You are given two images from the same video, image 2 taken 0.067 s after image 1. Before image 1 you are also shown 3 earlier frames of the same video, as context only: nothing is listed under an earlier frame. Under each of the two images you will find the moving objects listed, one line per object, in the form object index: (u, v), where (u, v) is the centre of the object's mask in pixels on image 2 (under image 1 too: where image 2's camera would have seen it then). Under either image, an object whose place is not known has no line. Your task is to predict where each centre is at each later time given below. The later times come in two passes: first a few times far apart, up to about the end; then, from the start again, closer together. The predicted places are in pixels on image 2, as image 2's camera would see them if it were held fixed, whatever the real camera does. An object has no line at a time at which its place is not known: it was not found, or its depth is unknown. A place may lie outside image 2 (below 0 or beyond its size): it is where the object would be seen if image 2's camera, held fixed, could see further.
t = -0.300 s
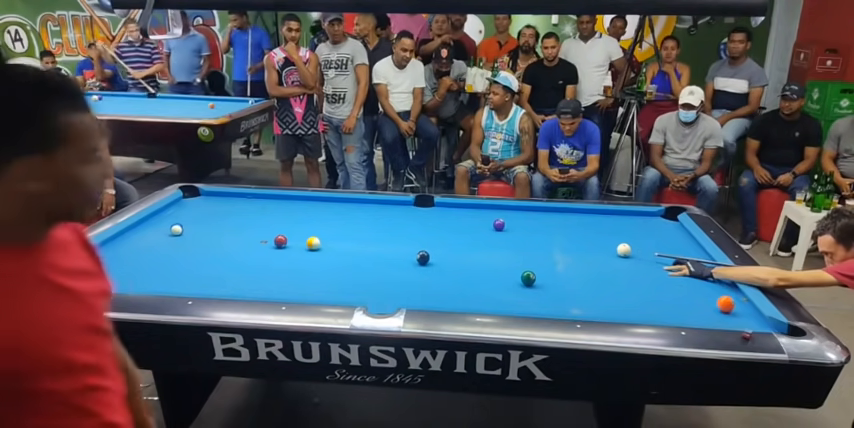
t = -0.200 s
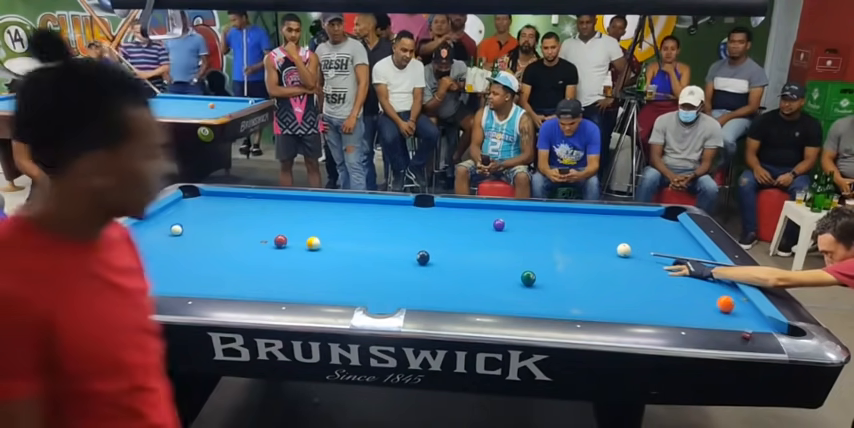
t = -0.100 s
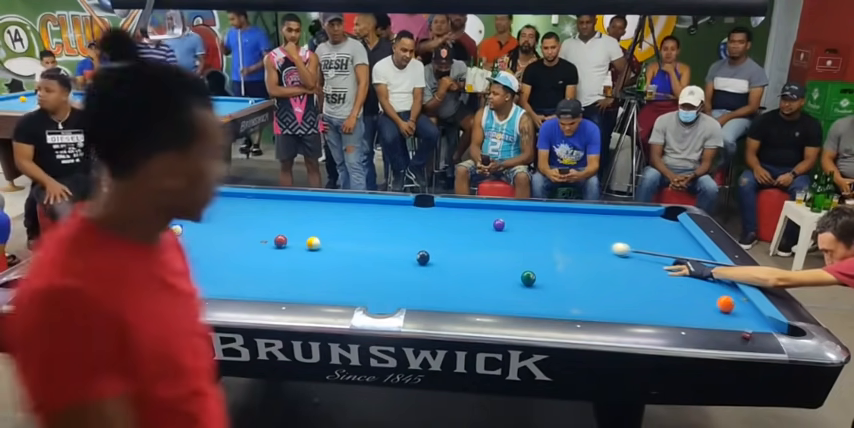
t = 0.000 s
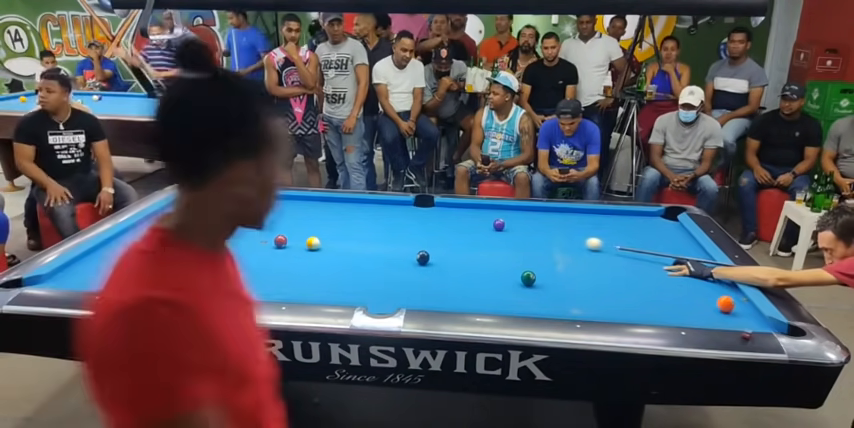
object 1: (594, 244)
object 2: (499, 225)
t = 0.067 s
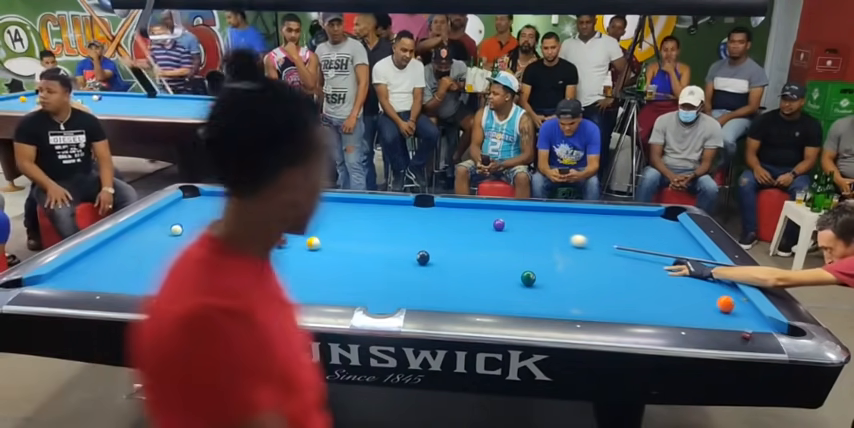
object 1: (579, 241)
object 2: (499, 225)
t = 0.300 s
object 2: (499, 224)
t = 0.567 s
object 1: (497, 226)
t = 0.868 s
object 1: (479, 227)
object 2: (452, 212)
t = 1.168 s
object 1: (462, 227)
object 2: (428, 204)
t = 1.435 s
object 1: (448, 227)
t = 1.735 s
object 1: (434, 227)
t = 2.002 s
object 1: (422, 227)
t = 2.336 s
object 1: (410, 227)
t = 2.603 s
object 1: (401, 227)
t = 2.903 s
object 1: (394, 228)
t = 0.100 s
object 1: (571, 240)
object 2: (499, 224)
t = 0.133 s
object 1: (563, 238)
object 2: (499, 224)
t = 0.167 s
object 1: (556, 237)
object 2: (499, 224)
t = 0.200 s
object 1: (549, 235)
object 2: (499, 224)
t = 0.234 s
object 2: (499, 224)
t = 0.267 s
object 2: (499, 224)
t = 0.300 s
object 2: (499, 224)
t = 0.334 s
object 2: (499, 225)
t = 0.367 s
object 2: (499, 224)
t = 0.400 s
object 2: (498, 225)
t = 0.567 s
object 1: (497, 226)
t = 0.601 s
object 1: (496, 228)
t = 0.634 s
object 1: (494, 228)
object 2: (473, 217)
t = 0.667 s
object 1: (491, 228)
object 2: (469, 216)
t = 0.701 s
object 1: (489, 228)
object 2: (466, 216)
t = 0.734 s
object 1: (487, 228)
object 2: (464, 215)
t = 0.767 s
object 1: (485, 227)
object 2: (461, 215)
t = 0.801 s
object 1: (483, 227)
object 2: (458, 213)
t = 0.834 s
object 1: (481, 227)
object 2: (455, 213)
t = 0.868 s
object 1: (479, 227)
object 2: (452, 212)
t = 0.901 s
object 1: (477, 227)
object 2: (449, 211)
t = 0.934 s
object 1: (475, 228)
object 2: (446, 209)
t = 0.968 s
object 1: (473, 228)
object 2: (443, 209)
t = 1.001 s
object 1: (471, 227)
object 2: (441, 208)
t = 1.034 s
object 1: (469, 228)
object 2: (438, 208)
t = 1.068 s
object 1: (468, 228)
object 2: (436, 207)
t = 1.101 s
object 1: (466, 227)
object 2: (433, 206)
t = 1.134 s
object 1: (464, 228)
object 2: (430, 205)
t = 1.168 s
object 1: (462, 227)
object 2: (428, 204)
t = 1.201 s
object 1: (460, 227)
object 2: (426, 203)
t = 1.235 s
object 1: (458, 227)
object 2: (423, 203)
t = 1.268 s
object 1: (456, 227)
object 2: (421, 202)
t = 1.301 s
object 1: (455, 227)
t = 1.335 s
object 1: (453, 227)
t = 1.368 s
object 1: (451, 227)
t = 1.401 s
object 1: (450, 227)
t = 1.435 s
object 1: (448, 227)
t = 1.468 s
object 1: (446, 227)
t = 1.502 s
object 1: (445, 227)
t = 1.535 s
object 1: (443, 227)
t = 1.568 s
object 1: (442, 227)
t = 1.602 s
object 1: (440, 227)
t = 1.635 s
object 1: (439, 227)
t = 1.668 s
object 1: (437, 227)
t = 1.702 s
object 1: (435, 227)
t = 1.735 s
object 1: (434, 227)
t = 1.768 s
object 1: (433, 227)
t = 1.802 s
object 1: (431, 227)
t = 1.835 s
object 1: (430, 227)
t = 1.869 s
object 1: (428, 227)
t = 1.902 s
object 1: (427, 227)
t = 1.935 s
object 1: (426, 227)
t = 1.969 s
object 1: (424, 227)
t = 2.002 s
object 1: (422, 227)
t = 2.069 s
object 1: (419, 227)
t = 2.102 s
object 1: (418, 227)
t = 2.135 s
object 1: (416, 227)
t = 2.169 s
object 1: (415, 227)
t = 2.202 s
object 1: (414, 227)
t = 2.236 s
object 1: (413, 227)
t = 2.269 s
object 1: (412, 227)
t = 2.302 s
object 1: (411, 227)
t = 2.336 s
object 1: (410, 227)
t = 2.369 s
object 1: (409, 227)
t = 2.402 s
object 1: (407, 227)
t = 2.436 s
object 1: (406, 227)
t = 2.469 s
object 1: (405, 227)
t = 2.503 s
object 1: (404, 228)
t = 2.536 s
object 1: (403, 228)
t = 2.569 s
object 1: (402, 228)
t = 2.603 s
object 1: (401, 227)
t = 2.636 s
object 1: (401, 227)
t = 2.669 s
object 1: (400, 228)
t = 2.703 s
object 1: (399, 228)
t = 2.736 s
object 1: (398, 228)
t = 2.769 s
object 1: (397, 228)
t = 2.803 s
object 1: (396, 228)
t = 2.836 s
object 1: (396, 228)
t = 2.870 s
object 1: (395, 228)
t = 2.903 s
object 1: (394, 228)
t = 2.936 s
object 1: (393, 228)
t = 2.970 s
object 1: (392, 228)
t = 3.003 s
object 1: (392, 228)
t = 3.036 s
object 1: (391, 228)
